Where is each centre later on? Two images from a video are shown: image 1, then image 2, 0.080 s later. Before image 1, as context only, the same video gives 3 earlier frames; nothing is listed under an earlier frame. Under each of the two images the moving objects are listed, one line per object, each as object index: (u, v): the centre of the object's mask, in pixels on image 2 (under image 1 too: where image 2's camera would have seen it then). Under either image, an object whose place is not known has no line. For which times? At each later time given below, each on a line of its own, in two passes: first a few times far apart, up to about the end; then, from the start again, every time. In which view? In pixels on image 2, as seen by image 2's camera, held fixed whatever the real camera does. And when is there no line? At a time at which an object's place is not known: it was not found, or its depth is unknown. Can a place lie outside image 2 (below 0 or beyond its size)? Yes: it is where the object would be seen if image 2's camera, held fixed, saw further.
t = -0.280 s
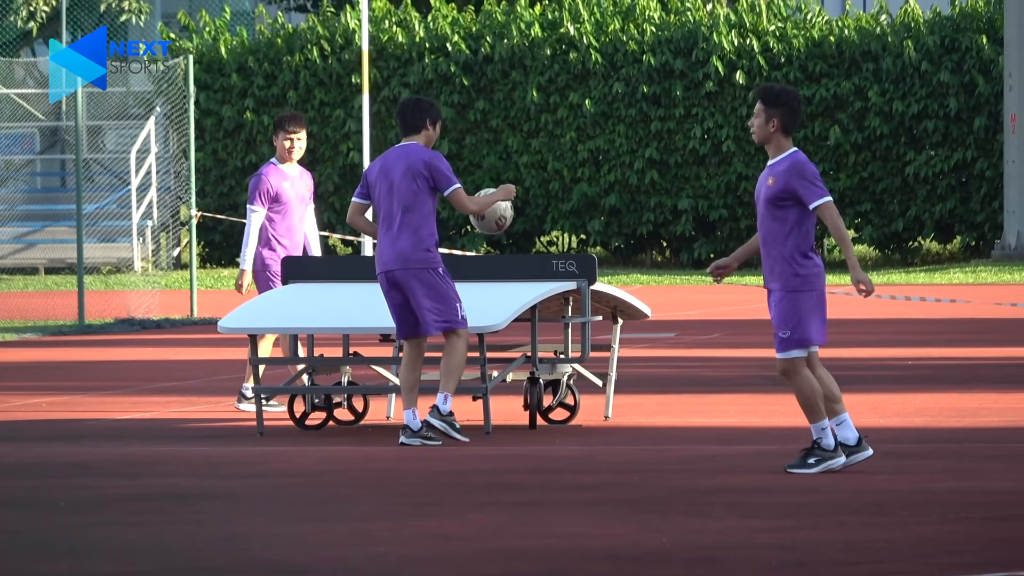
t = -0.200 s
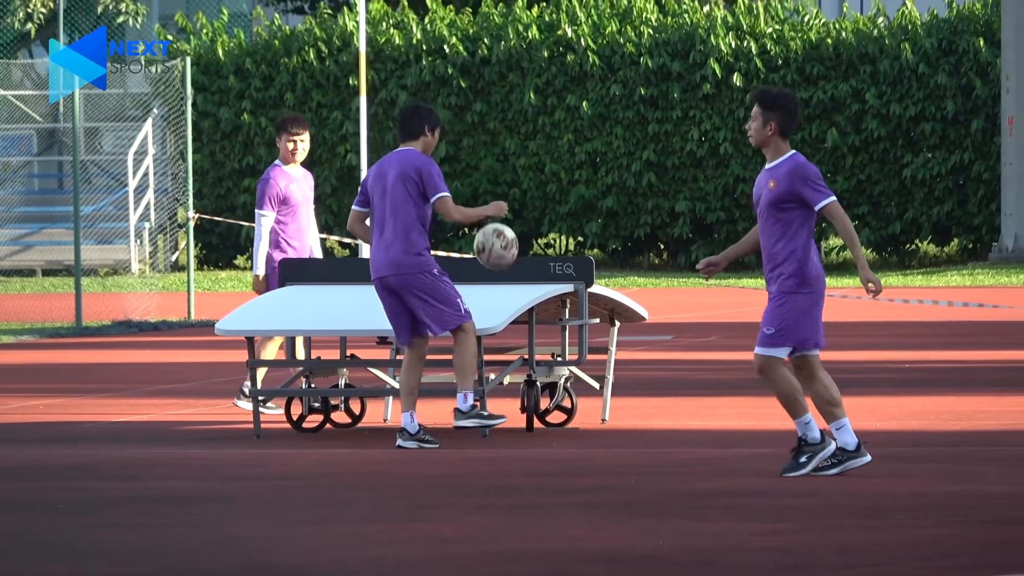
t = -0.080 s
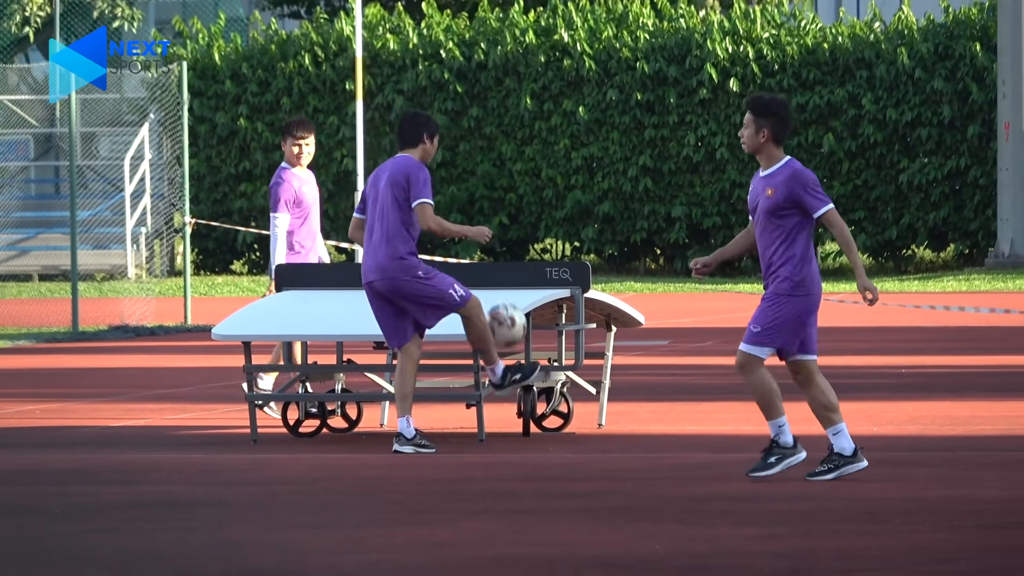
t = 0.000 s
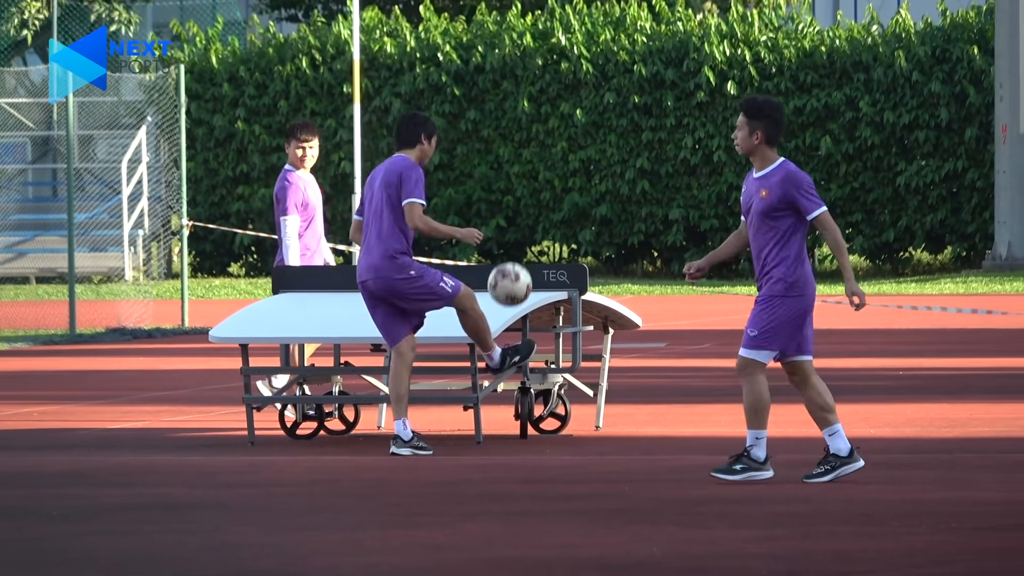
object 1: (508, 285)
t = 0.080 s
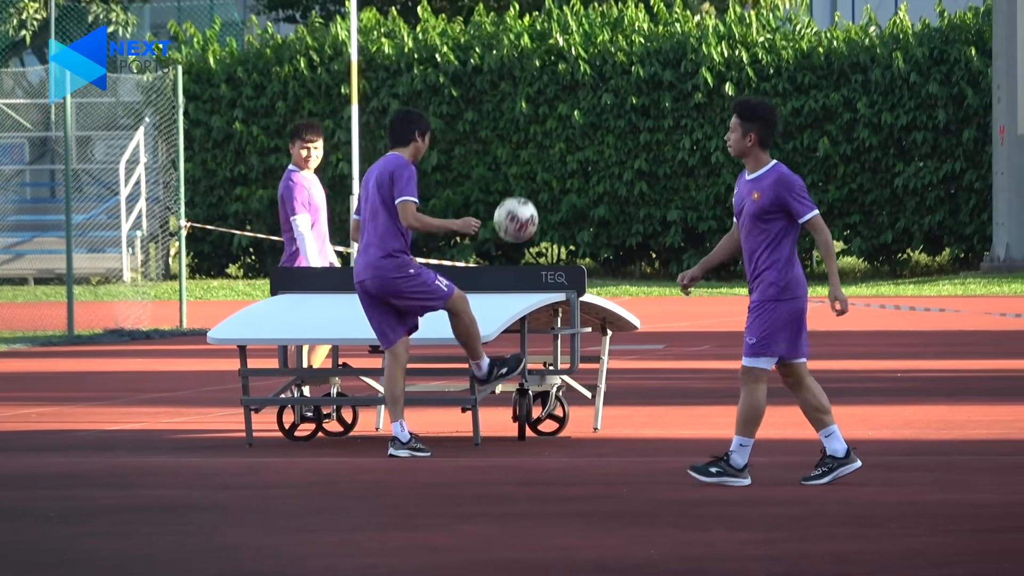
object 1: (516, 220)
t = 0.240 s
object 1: (533, 123)
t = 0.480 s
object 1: (559, 69)
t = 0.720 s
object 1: (585, 125)
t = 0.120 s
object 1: (520, 191)
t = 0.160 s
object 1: (525, 165)
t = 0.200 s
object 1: (529, 142)
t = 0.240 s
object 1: (533, 123)
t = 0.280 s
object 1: (537, 106)
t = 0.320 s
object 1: (541, 92)
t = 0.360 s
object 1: (546, 82)
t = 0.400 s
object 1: (550, 74)
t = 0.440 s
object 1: (554, 70)
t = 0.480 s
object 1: (559, 69)
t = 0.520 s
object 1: (563, 70)
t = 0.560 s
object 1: (567, 75)
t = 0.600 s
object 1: (572, 83)
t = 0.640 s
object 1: (576, 94)
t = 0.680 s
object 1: (580, 108)
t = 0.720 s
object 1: (585, 125)
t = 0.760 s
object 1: (590, 145)
